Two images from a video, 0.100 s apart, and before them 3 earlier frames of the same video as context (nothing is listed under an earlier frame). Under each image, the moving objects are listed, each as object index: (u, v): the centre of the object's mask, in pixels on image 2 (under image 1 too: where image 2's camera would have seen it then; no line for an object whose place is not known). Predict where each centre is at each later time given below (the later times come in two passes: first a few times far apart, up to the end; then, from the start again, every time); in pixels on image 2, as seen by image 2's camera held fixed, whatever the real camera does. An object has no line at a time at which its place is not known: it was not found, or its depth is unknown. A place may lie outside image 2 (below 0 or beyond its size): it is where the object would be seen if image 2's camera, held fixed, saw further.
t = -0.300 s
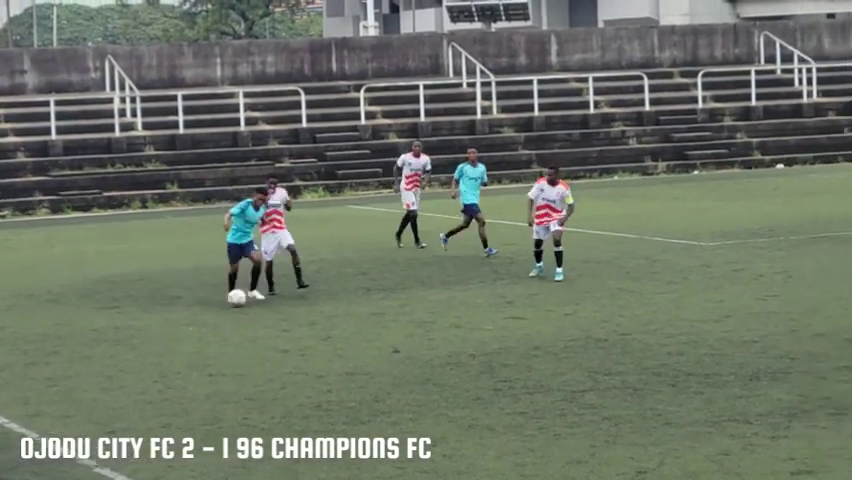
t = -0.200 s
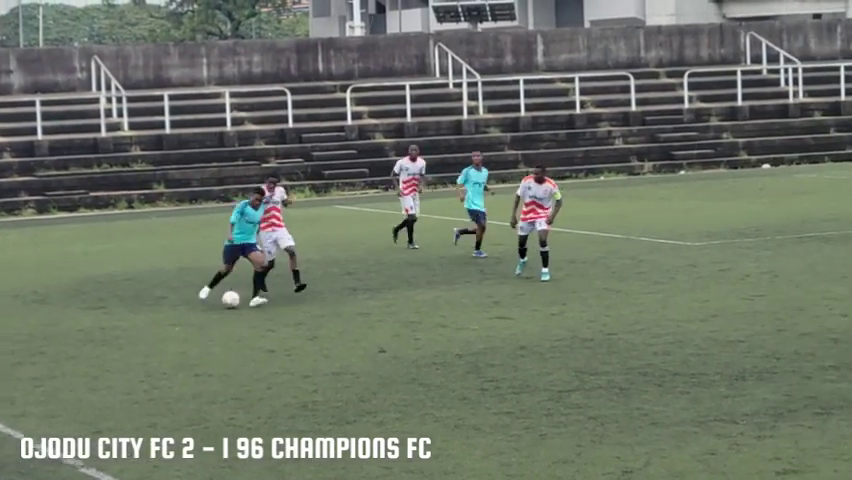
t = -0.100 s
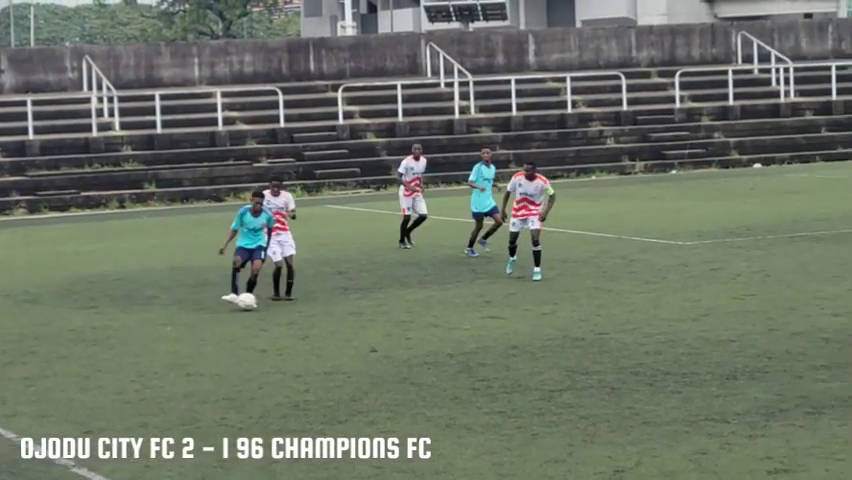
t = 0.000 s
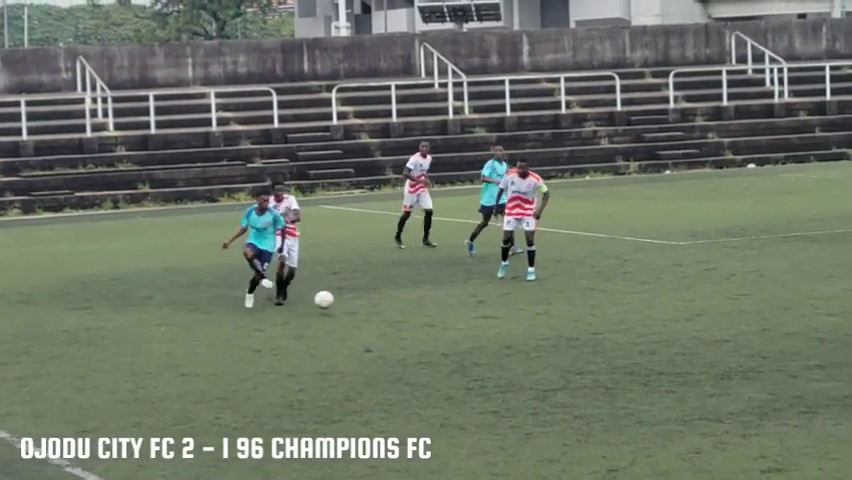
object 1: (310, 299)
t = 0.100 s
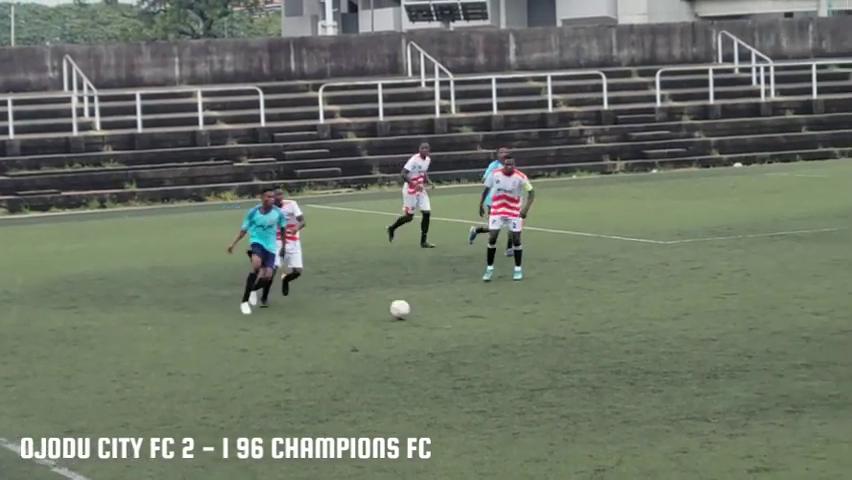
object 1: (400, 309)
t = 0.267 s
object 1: (548, 308)
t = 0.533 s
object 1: (799, 317)
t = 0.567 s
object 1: (831, 318)
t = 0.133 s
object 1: (429, 309)
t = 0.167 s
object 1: (458, 306)
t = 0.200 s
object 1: (487, 305)
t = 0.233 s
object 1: (518, 306)
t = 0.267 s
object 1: (548, 308)
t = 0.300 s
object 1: (579, 311)
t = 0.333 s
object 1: (611, 314)
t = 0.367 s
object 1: (644, 320)
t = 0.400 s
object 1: (676, 323)
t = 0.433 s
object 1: (705, 319)
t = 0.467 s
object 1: (736, 316)
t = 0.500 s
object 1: (767, 317)
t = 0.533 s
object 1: (799, 317)
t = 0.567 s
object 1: (831, 318)
